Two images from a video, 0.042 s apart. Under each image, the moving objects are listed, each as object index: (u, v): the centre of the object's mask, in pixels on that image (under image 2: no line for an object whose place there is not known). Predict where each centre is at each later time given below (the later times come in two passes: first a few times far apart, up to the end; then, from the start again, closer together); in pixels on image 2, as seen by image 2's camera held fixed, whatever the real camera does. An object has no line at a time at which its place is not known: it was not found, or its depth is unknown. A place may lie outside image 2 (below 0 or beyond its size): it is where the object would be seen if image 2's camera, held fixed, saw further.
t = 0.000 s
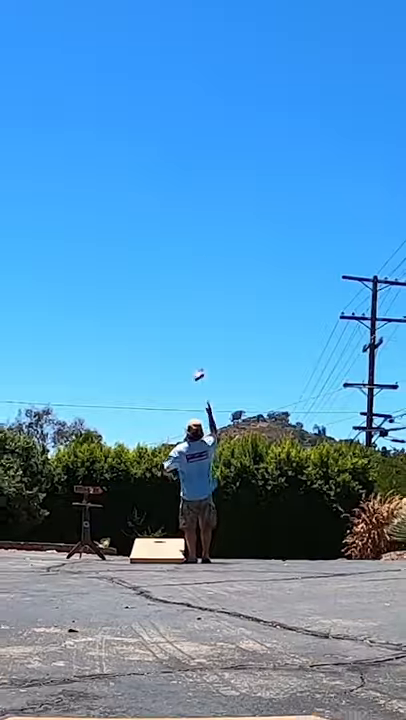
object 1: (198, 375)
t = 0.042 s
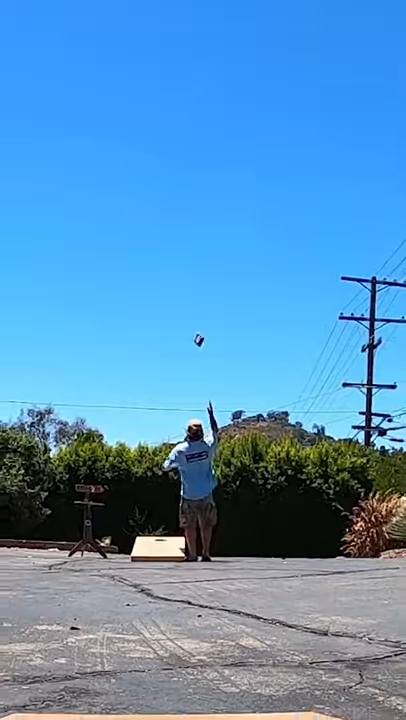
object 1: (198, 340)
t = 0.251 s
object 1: (201, 230)
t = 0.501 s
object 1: (205, 132)
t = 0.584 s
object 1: (206, 101)
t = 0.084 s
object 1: (199, 318)
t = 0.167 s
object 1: (200, 277)
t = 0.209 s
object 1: (201, 248)
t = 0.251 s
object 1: (201, 230)
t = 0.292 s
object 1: (201, 211)
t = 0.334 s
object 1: (202, 195)
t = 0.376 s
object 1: (203, 171)
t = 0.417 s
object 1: (204, 156)
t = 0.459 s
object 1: (204, 143)
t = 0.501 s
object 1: (205, 132)
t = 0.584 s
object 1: (206, 101)
